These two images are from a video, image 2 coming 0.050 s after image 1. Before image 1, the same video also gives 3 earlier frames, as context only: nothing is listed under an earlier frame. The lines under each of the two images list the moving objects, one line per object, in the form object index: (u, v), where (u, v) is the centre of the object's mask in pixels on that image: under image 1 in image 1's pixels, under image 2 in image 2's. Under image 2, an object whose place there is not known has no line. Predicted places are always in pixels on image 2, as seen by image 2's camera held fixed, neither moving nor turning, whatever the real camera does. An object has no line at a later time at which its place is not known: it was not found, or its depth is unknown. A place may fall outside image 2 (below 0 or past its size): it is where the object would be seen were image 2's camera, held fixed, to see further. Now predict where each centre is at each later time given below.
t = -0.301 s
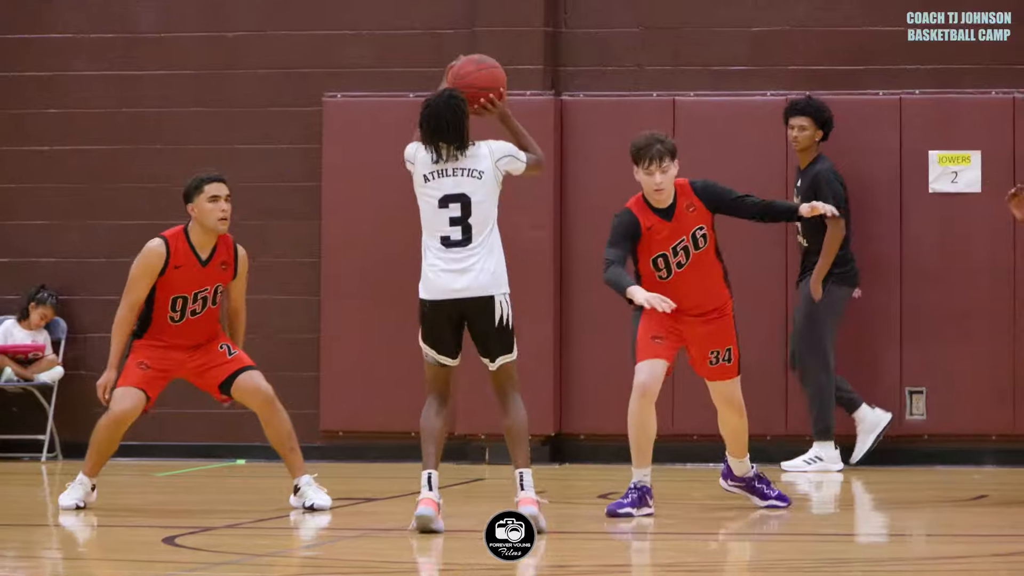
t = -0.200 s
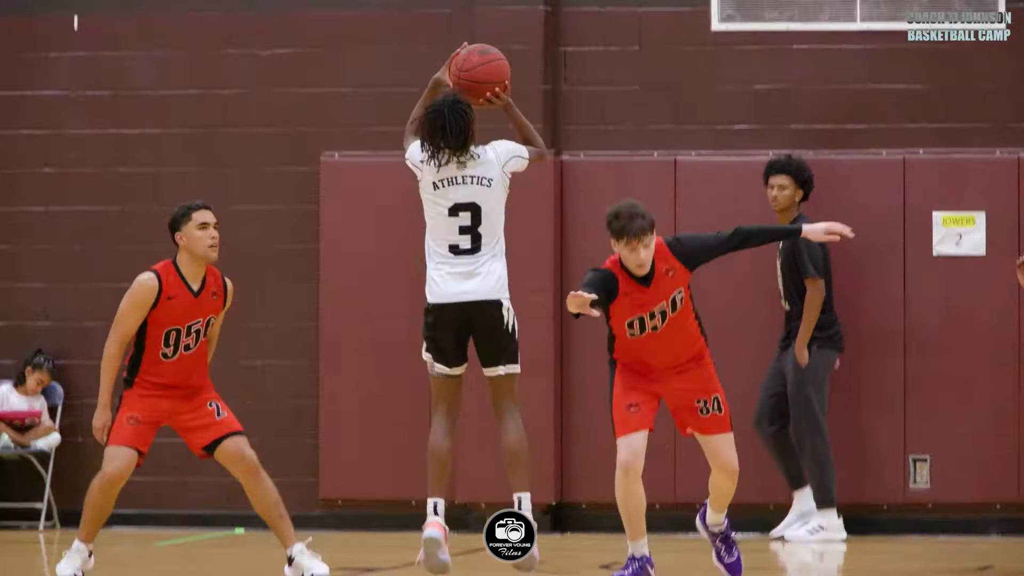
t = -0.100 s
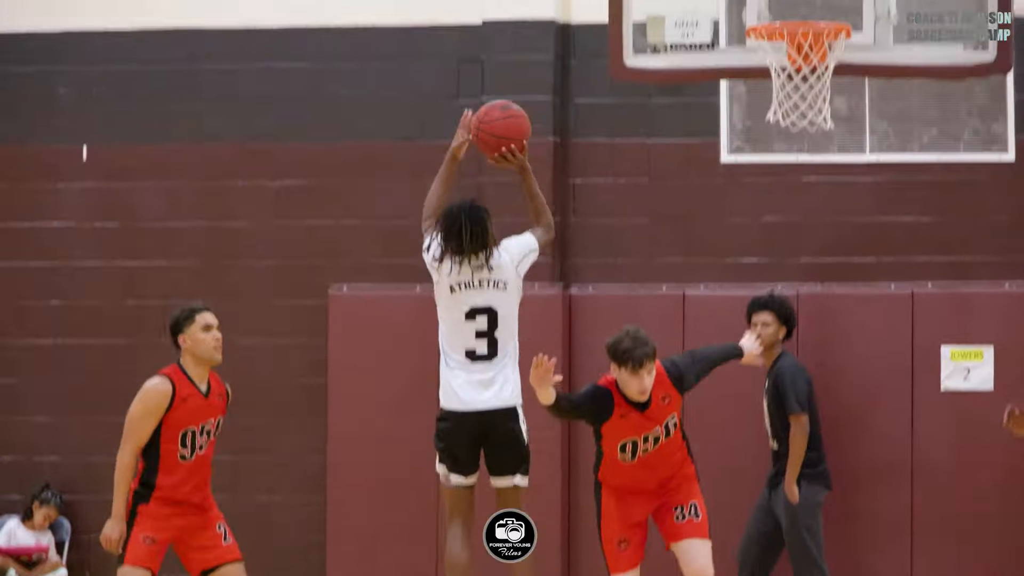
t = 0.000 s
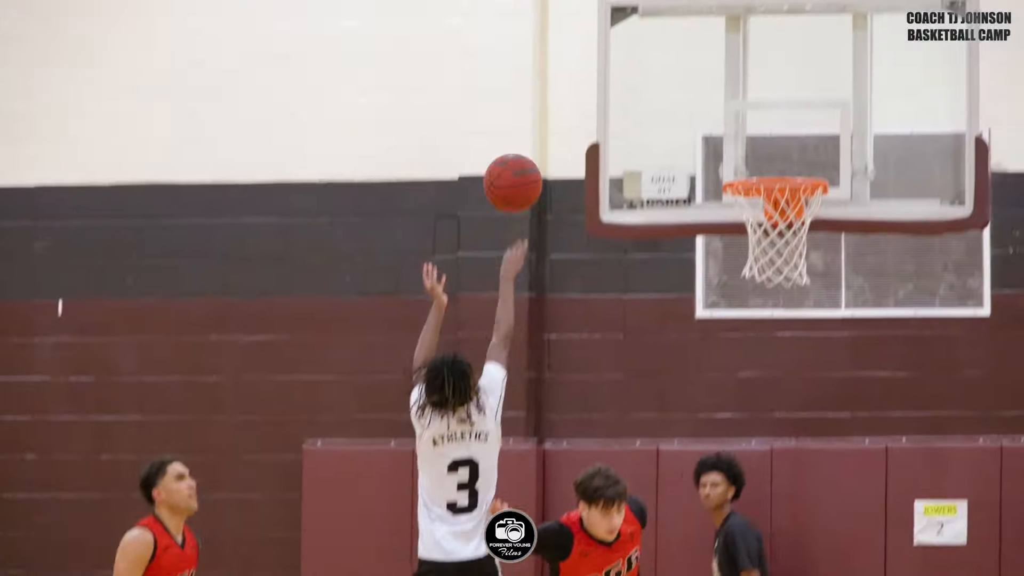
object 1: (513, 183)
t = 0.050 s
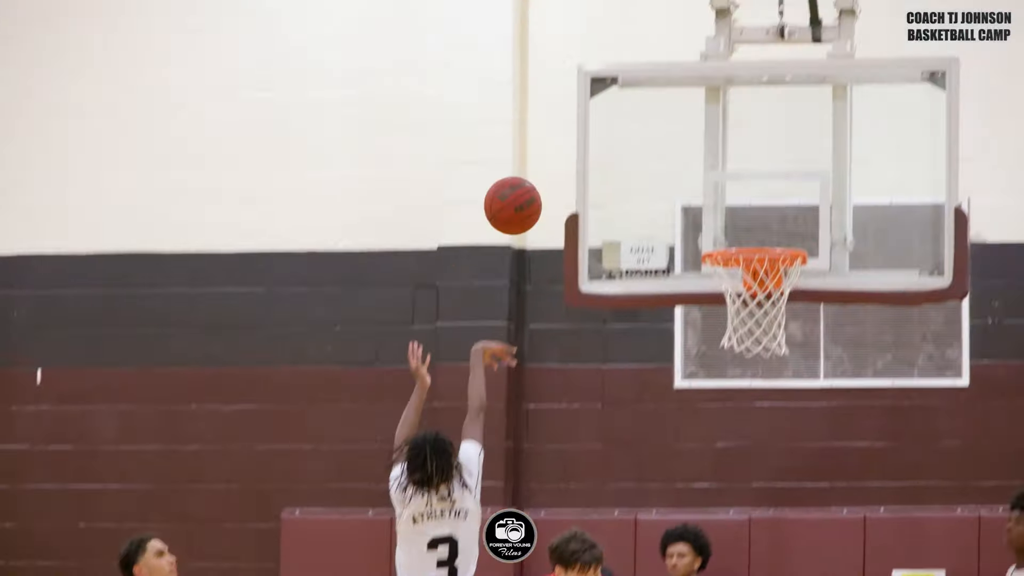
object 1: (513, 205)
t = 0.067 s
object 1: (519, 191)
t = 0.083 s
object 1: (526, 179)
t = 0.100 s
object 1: (533, 166)
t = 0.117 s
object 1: (539, 154)
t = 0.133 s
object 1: (546, 143)
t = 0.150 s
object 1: (552, 133)
